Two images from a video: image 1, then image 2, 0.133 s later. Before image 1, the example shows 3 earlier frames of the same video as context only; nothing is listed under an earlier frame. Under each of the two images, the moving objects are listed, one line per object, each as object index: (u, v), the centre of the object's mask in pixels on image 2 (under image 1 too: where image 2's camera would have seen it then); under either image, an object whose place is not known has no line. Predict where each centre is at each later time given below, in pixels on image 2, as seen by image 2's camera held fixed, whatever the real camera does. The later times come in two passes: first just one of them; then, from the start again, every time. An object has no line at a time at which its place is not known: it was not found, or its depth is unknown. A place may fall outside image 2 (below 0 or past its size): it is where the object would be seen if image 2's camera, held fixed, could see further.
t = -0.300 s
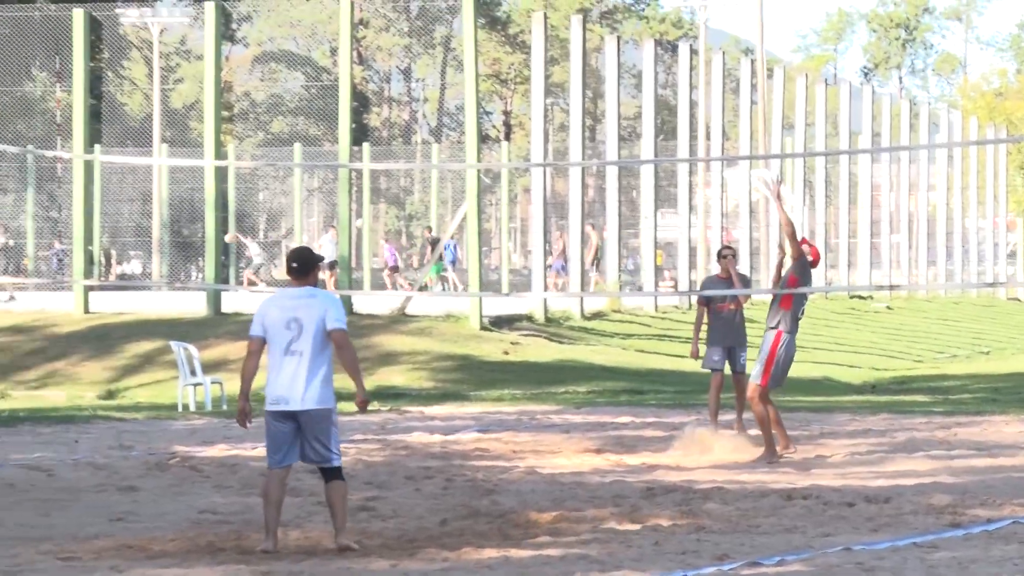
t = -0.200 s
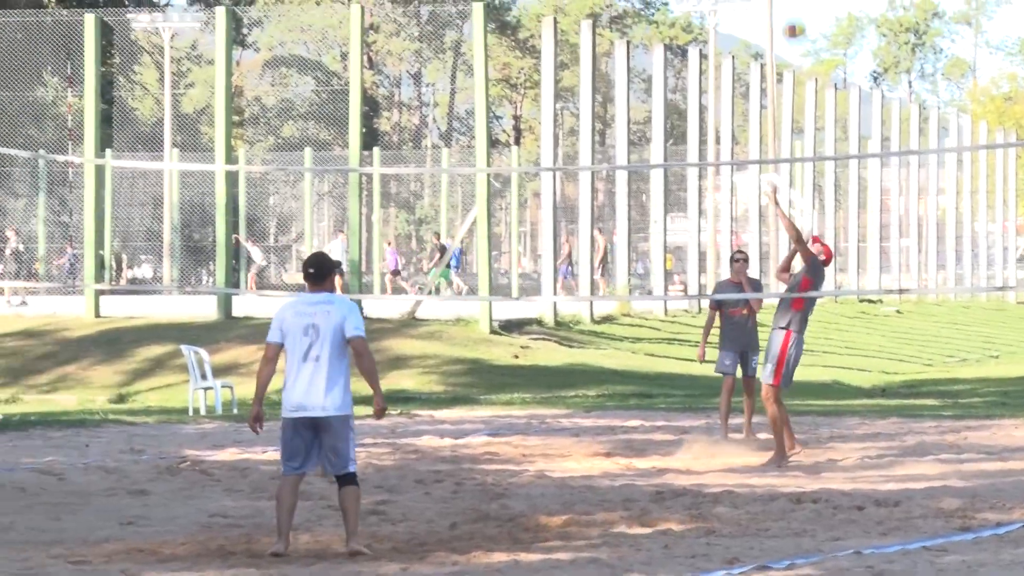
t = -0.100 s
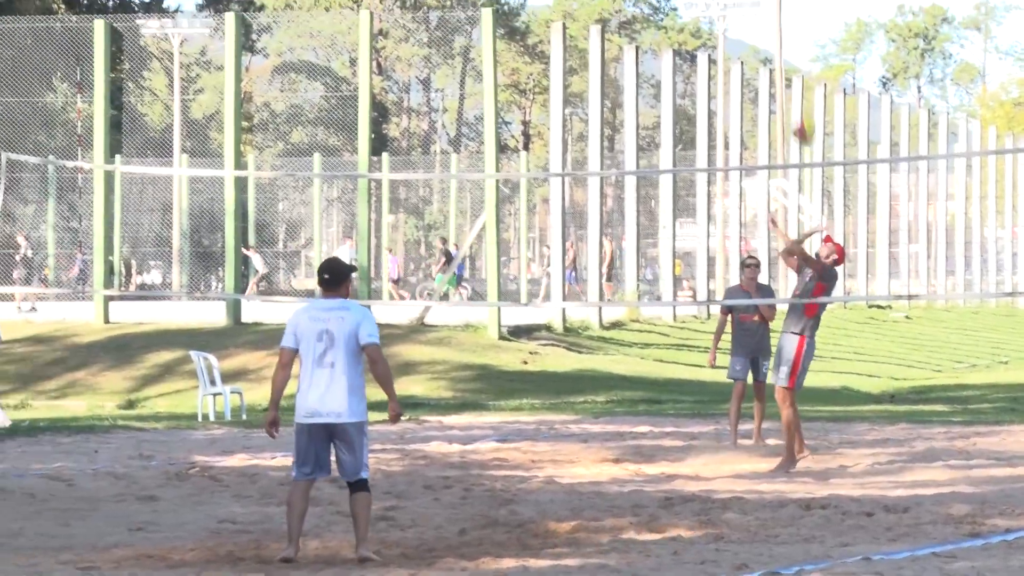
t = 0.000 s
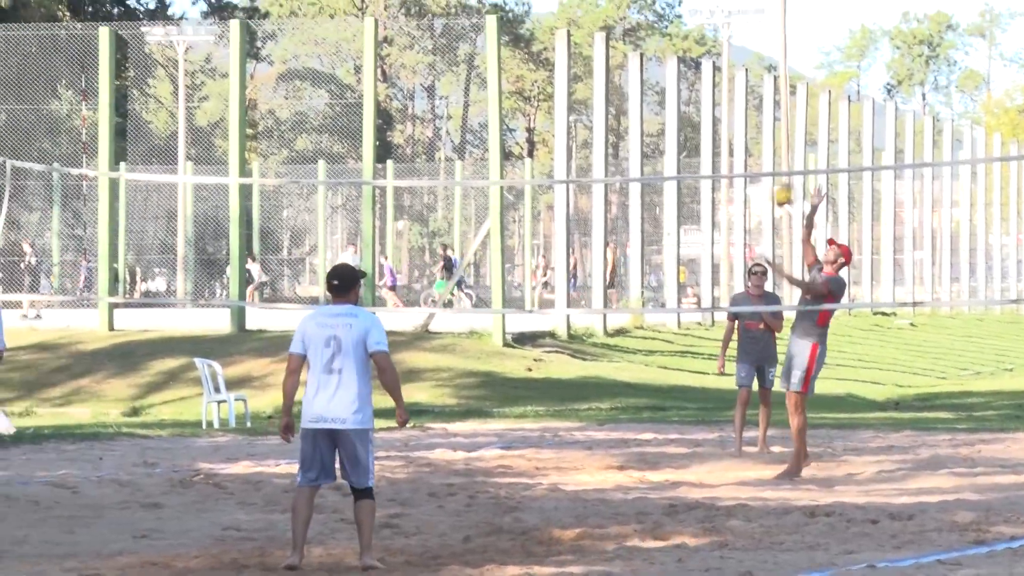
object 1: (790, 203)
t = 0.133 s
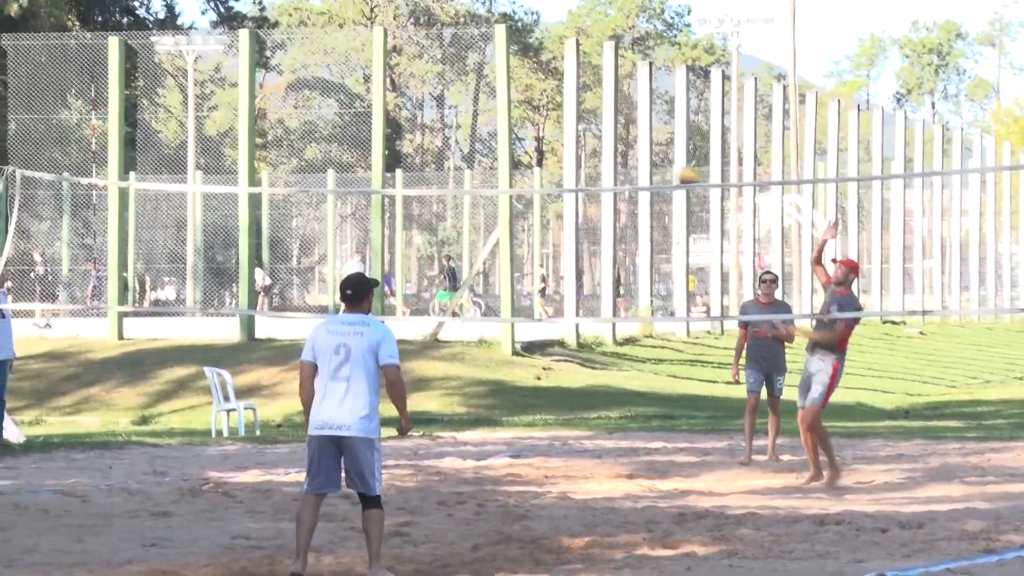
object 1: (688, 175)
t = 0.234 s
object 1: (602, 174)
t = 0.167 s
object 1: (661, 174)
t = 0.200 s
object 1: (631, 175)
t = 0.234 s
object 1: (602, 174)
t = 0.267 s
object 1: (577, 175)
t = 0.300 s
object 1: (547, 177)
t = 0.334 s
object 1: (518, 180)
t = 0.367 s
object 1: (487, 189)
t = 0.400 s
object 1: (457, 198)
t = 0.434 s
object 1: (426, 211)
